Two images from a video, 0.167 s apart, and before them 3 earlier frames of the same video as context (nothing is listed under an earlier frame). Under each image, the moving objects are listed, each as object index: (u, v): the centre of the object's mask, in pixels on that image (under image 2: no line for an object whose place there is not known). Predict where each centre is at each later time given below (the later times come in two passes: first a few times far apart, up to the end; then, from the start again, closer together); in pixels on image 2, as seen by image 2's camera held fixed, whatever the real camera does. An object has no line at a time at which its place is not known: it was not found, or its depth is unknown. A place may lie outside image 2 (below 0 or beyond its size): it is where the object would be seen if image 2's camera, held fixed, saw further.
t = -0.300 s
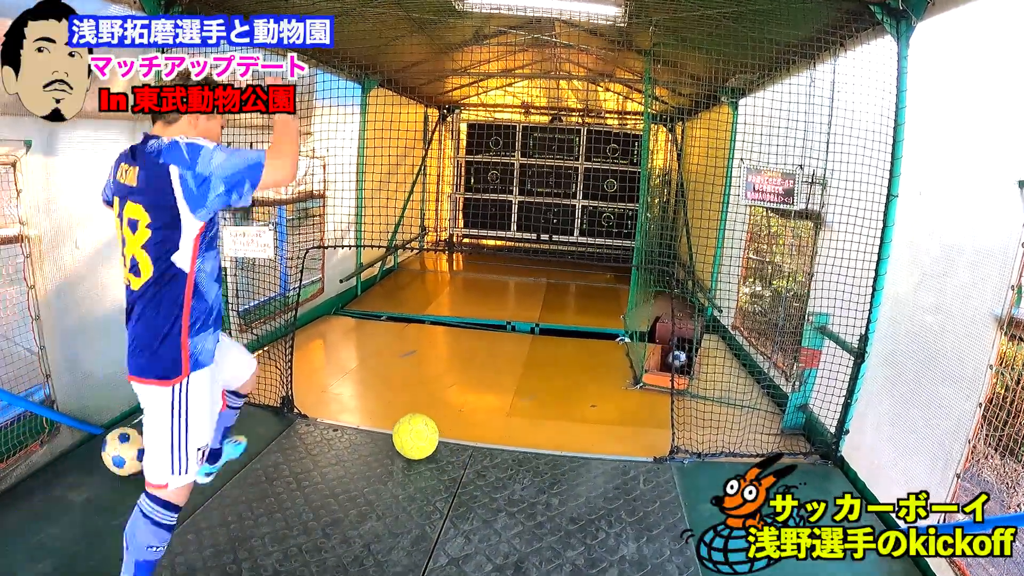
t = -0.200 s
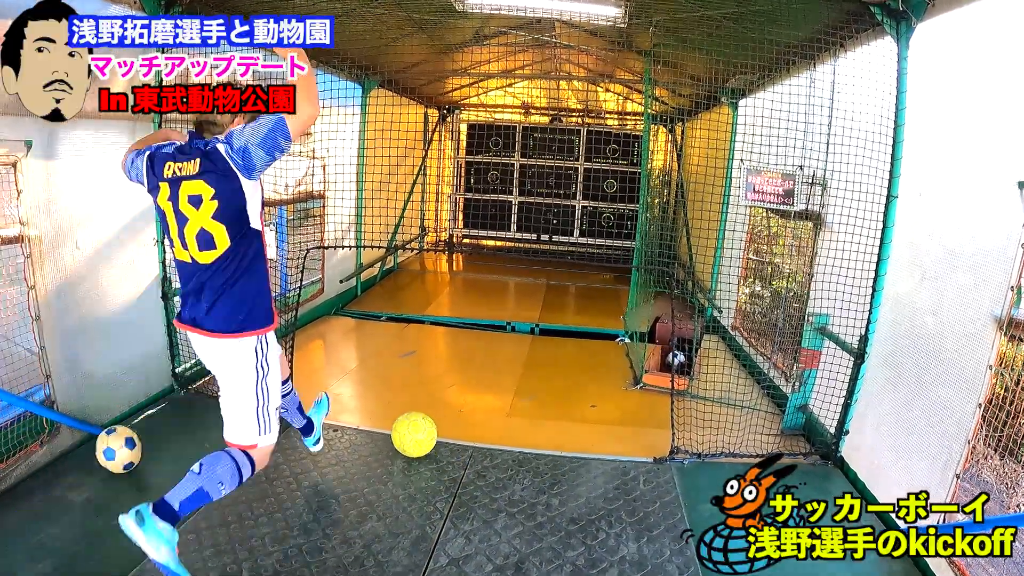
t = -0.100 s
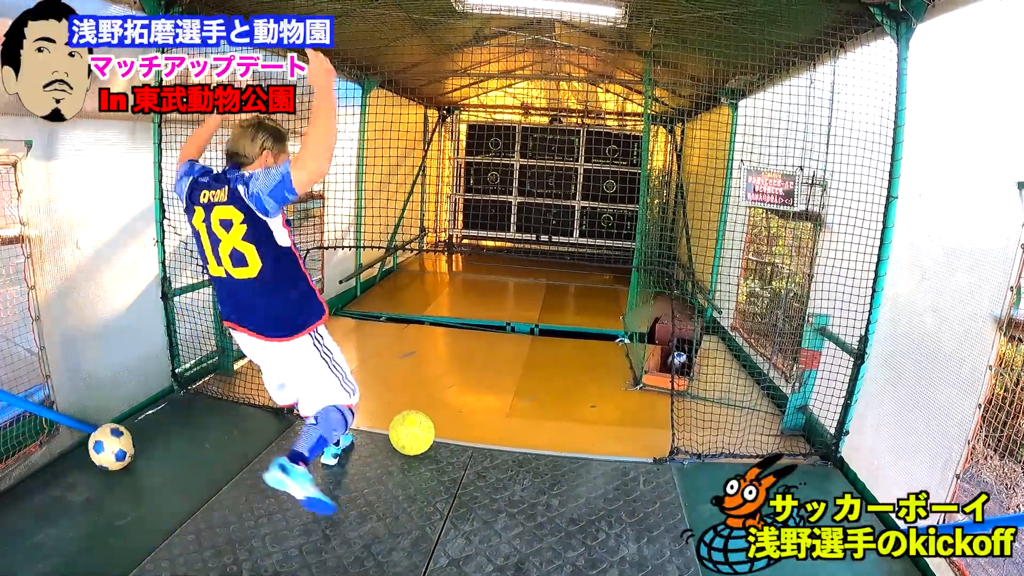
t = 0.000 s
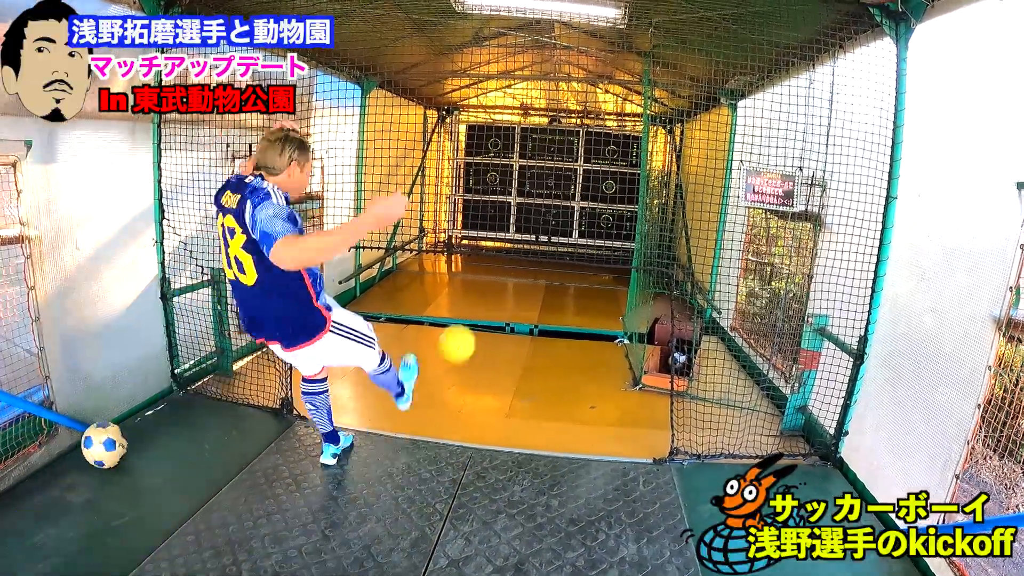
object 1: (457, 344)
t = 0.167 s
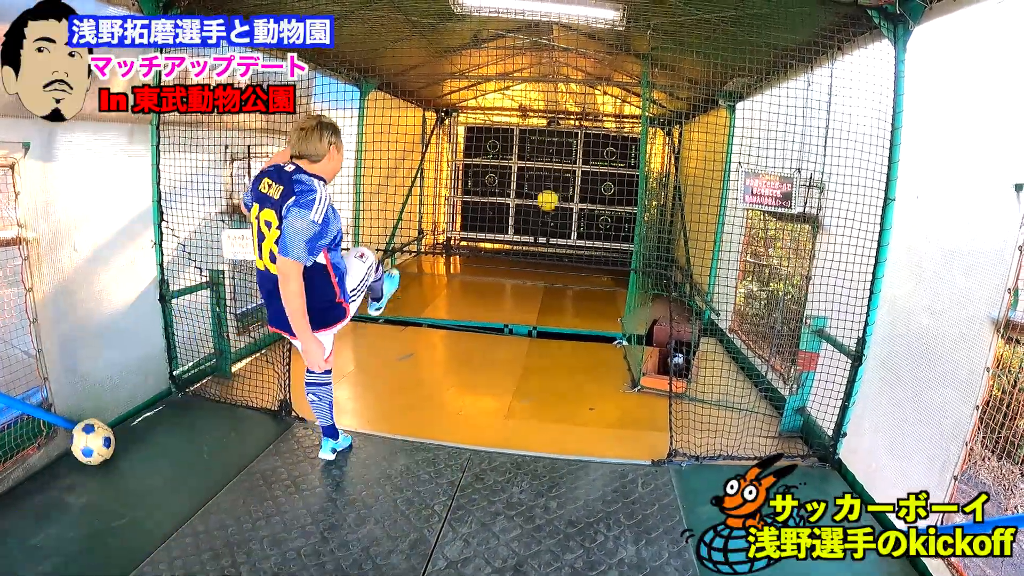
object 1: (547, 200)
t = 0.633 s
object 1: (644, 171)
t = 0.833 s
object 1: (656, 217)
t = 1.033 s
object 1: (645, 333)
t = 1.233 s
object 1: (630, 403)
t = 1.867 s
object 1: (514, 532)
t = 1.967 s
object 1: (486, 535)
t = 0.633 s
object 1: (644, 171)
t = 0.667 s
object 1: (652, 178)
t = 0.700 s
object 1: (654, 184)
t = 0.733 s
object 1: (657, 189)
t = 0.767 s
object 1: (658, 197)
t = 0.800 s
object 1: (657, 206)
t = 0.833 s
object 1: (656, 217)
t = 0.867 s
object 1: (655, 230)
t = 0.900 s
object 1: (653, 245)
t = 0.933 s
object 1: (652, 263)
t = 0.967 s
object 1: (649, 283)
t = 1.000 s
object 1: (648, 306)
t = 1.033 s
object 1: (645, 333)
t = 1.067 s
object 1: (642, 363)
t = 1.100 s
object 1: (640, 395)
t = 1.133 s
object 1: (634, 432)
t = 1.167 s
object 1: (634, 423)
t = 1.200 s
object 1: (632, 413)
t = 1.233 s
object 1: (630, 403)
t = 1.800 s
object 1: (530, 540)
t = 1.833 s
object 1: (522, 535)
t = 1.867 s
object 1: (514, 532)
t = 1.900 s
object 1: (505, 531)
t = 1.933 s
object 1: (495, 532)
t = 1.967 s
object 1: (486, 535)
